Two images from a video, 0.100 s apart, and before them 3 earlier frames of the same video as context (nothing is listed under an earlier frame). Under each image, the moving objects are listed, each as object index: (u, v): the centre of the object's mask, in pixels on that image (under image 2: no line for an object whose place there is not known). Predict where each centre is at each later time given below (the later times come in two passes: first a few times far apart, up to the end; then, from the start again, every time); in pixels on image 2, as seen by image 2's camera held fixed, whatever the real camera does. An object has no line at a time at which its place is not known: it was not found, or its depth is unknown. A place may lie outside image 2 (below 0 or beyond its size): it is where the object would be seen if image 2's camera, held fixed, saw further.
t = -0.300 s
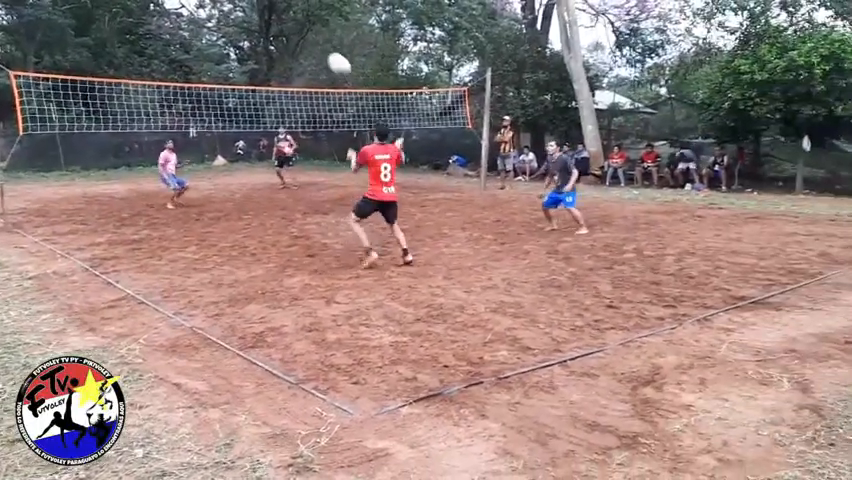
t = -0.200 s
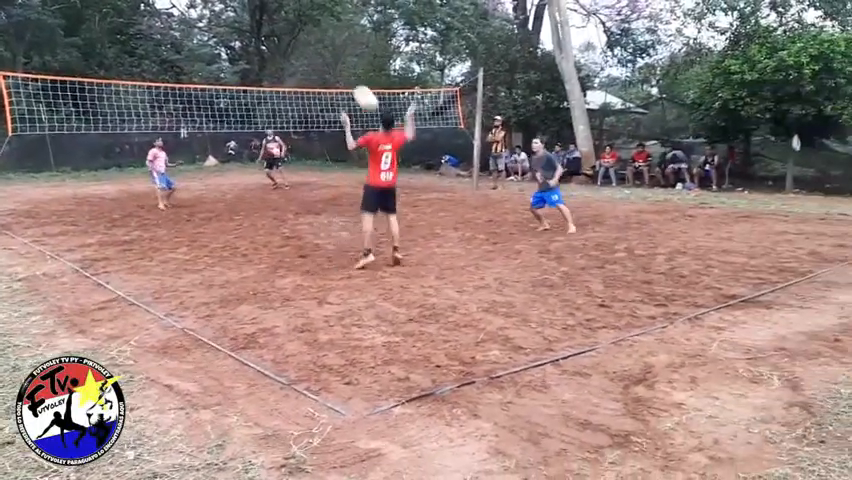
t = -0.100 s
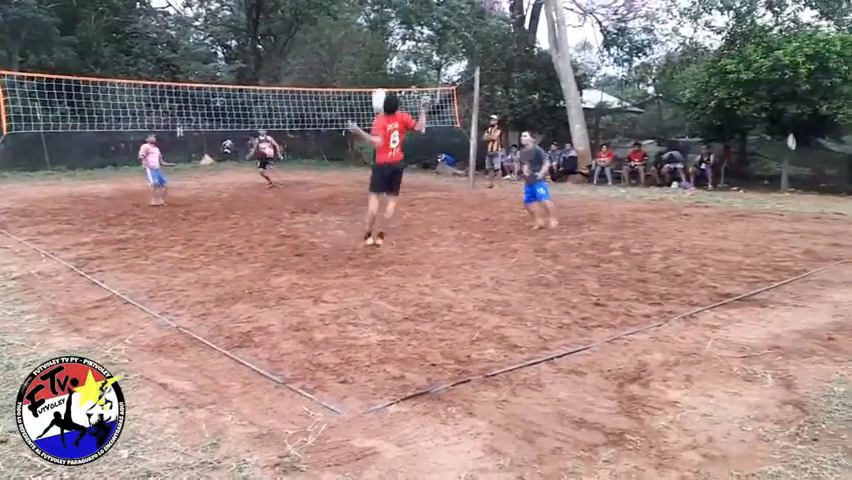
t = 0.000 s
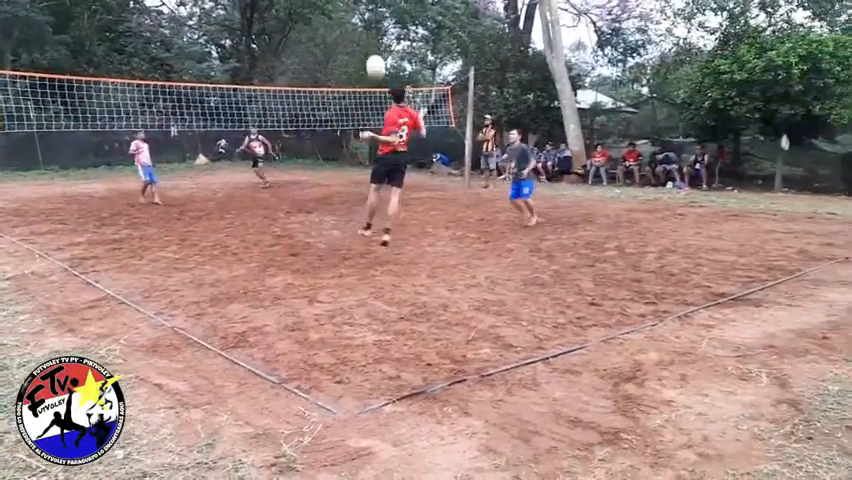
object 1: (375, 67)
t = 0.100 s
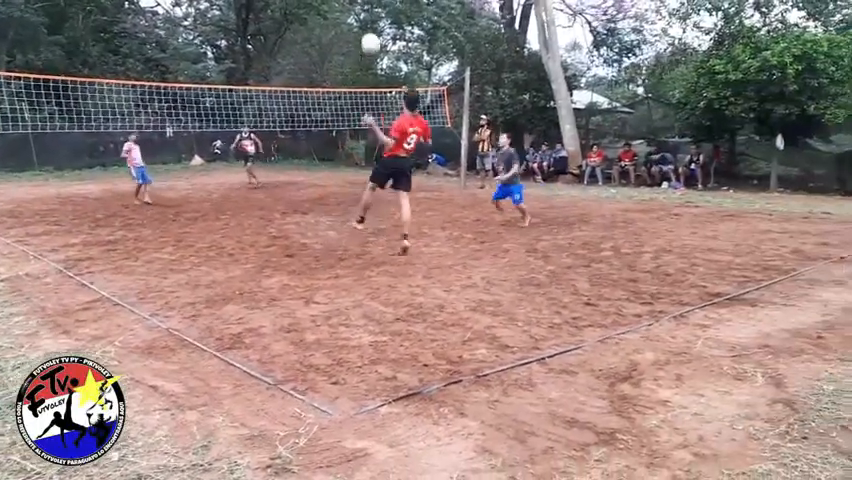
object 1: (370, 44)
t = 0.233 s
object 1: (369, 27)
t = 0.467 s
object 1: (369, 33)
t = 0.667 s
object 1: (371, 65)
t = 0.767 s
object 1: (372, 88)
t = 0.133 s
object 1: (370, 38)
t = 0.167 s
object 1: (370, 34)
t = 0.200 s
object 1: (369, 30)
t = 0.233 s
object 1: (369, 27)
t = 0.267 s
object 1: (369, 25)
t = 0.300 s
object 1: (369, 25)
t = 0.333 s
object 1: (369, 25)
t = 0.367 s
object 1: (369, 25)
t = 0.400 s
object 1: (369, 27)
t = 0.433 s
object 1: (368, 30)
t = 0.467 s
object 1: (369, 33)
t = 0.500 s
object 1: (369, 36)
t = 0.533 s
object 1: (370, 41)
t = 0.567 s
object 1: (370, 46)
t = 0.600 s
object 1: (370, 51)
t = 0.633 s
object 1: (370, 58)
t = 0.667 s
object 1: (371, 65)
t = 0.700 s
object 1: (371, 72)
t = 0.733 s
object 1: (372, 79)
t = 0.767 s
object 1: (372, 88)
